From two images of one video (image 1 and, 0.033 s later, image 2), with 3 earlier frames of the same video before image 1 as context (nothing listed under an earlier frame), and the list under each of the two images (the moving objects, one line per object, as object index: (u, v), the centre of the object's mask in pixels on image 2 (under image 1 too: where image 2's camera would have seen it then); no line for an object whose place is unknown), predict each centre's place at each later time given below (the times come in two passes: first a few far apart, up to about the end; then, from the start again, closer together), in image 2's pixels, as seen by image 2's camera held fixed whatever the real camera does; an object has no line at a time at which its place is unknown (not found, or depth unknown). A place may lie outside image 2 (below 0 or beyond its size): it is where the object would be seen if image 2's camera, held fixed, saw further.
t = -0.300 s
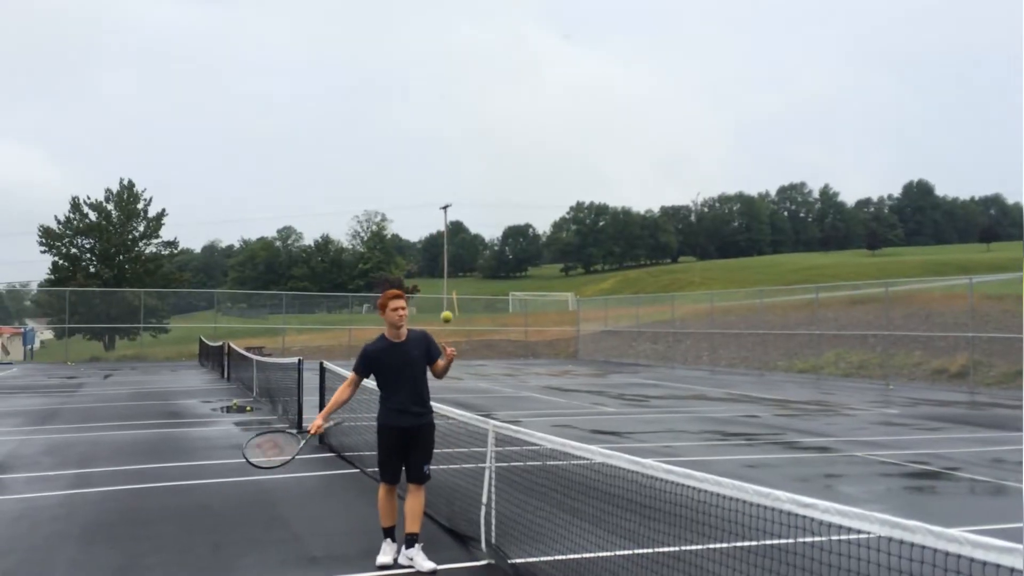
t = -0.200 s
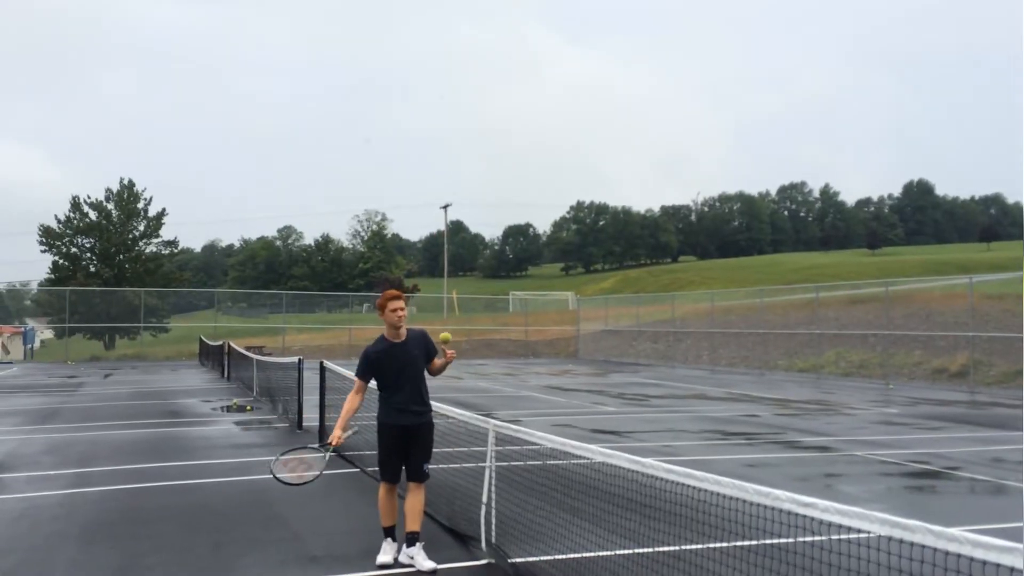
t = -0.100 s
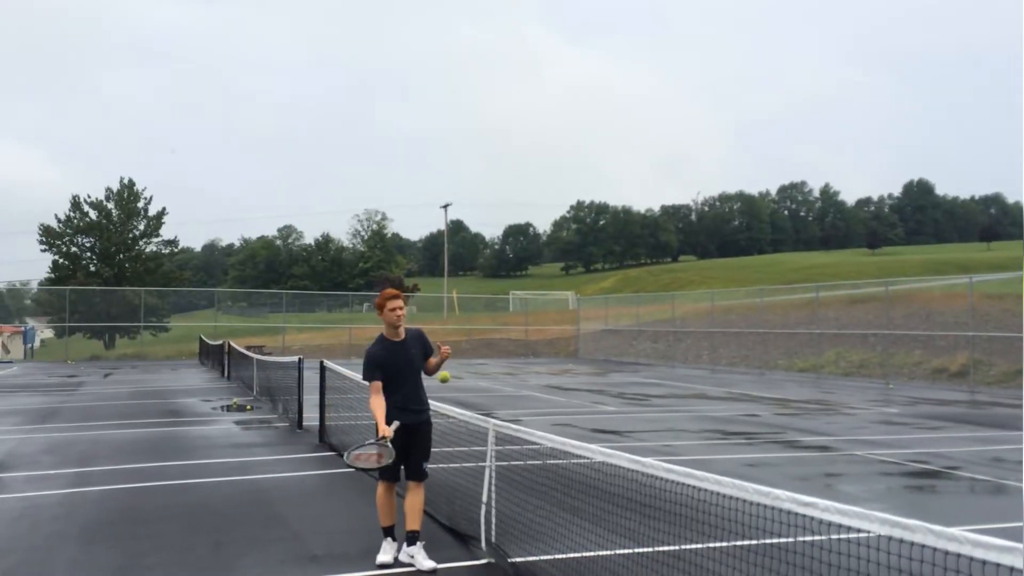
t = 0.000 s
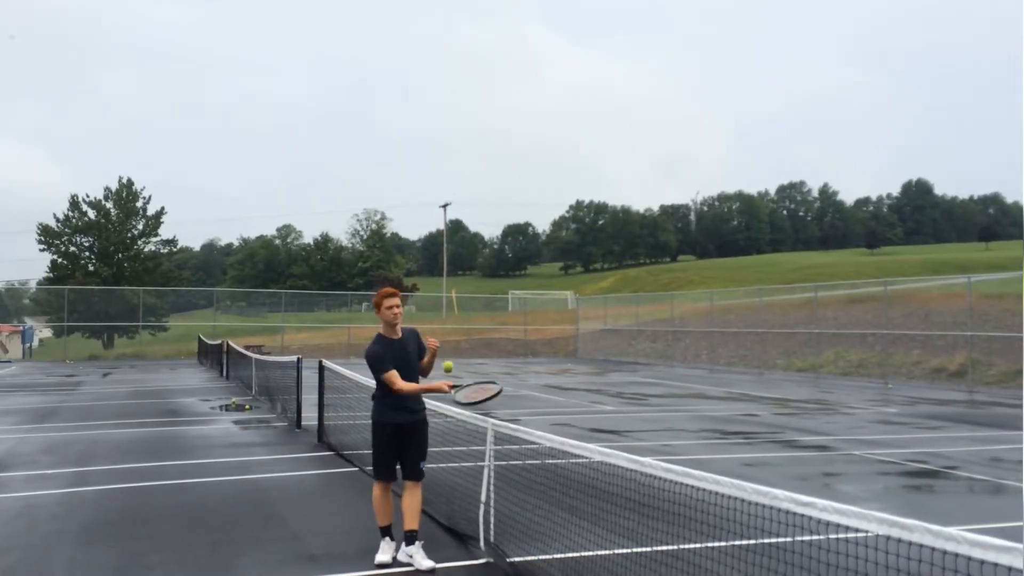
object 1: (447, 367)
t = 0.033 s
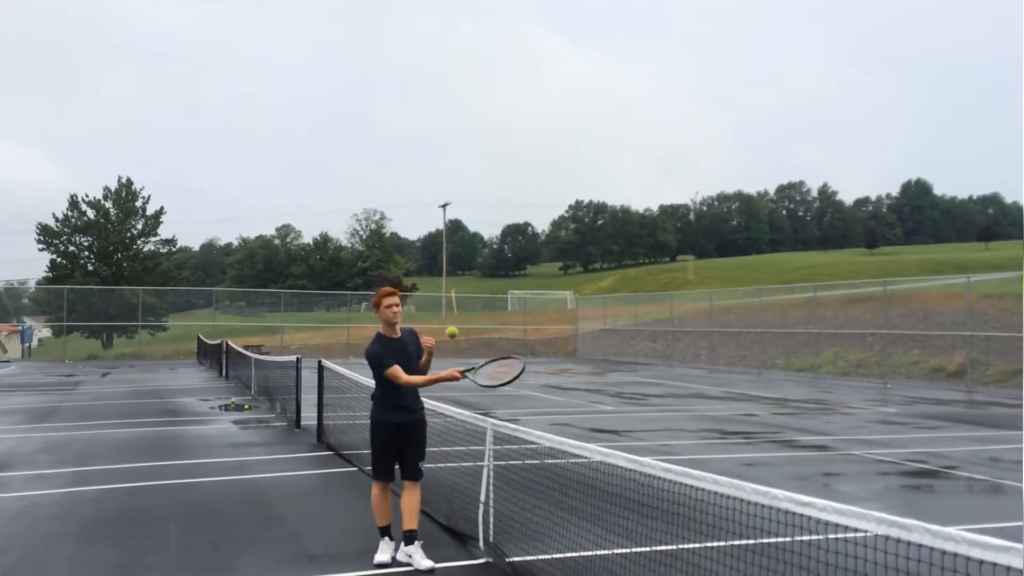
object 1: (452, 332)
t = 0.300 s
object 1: (489, 124)
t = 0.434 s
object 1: (506, 64)
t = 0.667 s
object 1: (536, 29)
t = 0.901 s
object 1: (565, 91)
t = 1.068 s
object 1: (589, 193)
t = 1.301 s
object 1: (624, 423)
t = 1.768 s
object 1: (601, 375)
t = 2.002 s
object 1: (567, 323)
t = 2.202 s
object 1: (535, 360)
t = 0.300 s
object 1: (489, 124)
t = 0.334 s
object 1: (493, 107)
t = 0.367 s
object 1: (497, 91)
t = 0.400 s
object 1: (502, 77)
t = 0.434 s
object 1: (506, 64)
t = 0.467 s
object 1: (510, 53)
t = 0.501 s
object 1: (514, 44)
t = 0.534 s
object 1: (519, 37)
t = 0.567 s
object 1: (523, 32)
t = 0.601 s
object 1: (528, 29)
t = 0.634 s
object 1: (532, 28)
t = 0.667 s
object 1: (536, 29)
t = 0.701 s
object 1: (541, 31)
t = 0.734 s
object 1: (545, 36)
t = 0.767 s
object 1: (549, 43)
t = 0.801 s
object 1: (553, 52)
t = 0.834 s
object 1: (557, 63)
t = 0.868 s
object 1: (561, 76)
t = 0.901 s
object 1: (565, 91)
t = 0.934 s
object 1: (570, 107)
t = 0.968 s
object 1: (575, 125)
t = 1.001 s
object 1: (580, 146)
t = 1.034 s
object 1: (584, 168)
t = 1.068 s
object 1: (589, 193)
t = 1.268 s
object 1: (620, 384)
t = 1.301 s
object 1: (624, 423)
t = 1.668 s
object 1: (615, 426)
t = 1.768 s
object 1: (601, 375)
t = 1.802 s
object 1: (597, 362)
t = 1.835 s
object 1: (591, 350)
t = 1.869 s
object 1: (587, 341)
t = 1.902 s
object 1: (582, 333)
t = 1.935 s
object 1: (576, 328)
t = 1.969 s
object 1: (571, 325)
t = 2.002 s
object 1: (567, 323)
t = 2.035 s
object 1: (562, 324)
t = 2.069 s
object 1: (556, 327)
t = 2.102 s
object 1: (551, 332)
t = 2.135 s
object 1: (546, 339)
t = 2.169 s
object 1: (541, 349)
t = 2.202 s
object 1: (535, 360)
